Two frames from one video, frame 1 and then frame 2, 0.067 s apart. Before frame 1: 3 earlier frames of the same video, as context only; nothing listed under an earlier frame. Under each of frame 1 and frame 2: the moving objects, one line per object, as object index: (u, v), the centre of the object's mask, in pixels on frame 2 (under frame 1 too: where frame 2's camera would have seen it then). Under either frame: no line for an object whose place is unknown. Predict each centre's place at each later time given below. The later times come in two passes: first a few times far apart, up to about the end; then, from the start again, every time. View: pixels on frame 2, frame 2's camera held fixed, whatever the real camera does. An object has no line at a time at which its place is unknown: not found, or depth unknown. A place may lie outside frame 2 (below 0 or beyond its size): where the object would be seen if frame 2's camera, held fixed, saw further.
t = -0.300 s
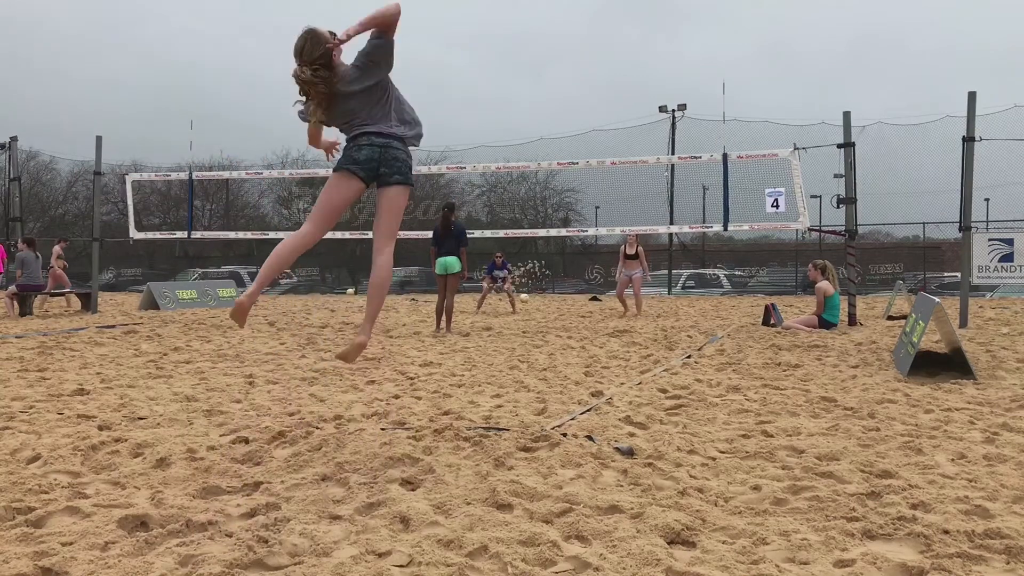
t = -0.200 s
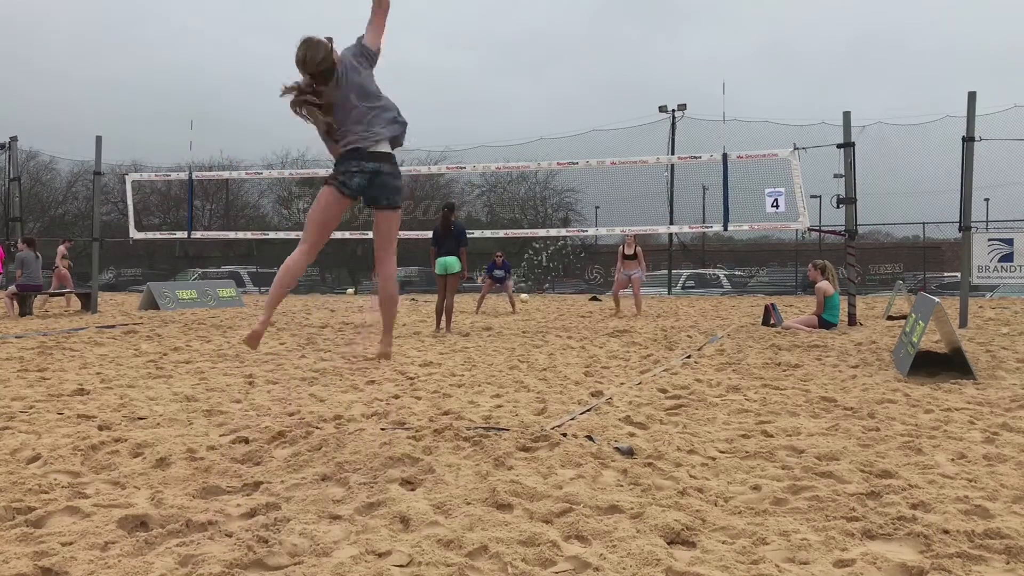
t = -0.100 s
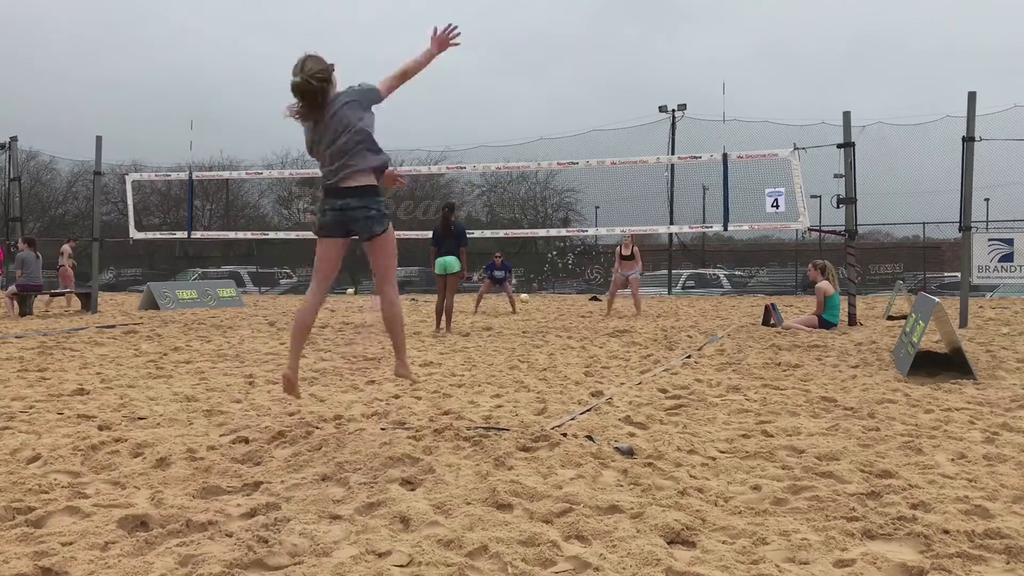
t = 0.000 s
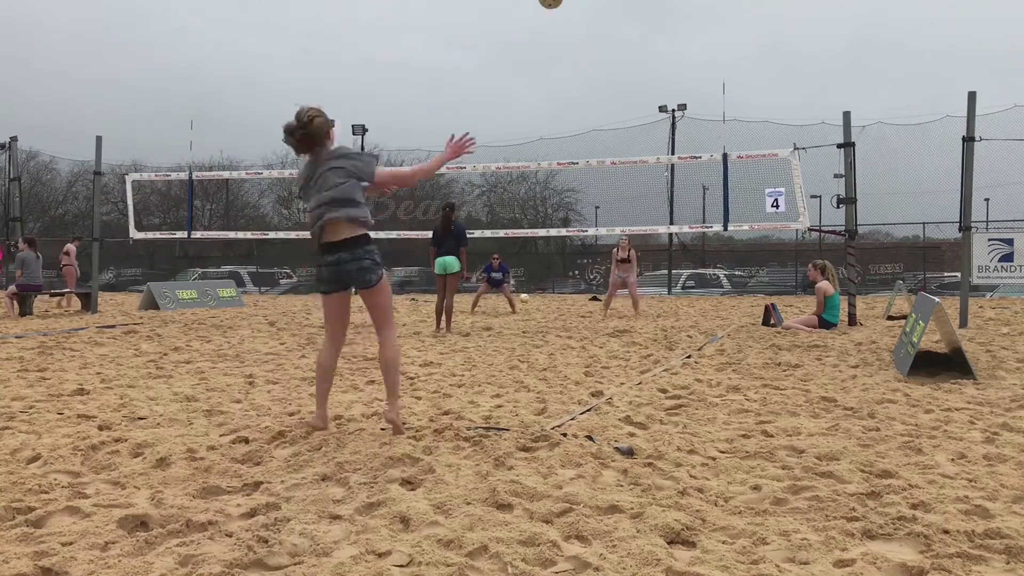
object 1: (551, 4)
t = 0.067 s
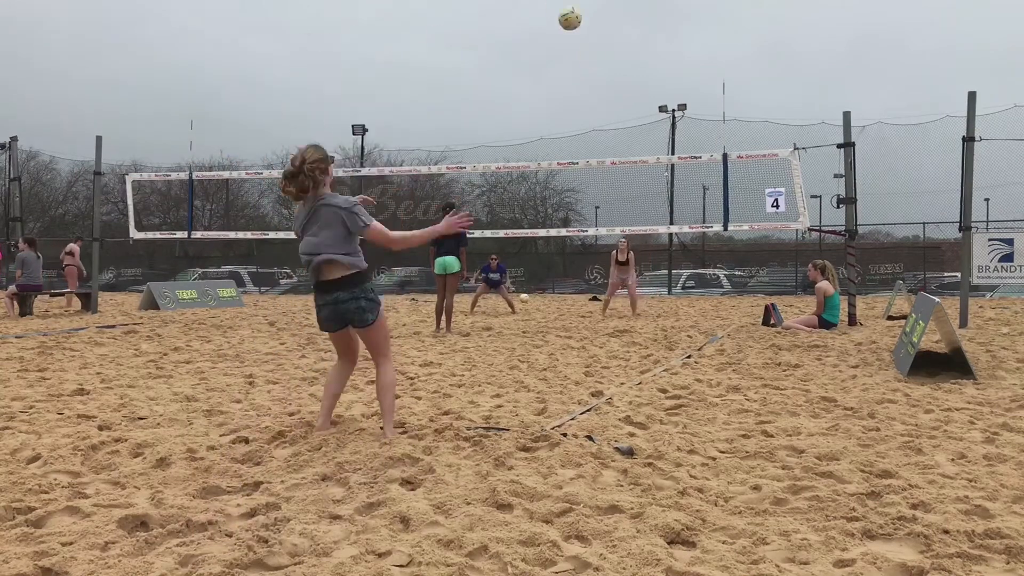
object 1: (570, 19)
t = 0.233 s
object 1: (601, 80)
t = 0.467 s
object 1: (624, 172)
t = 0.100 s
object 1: (577, 31)
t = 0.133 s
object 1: (584, 44)
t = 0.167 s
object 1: (591, 55)
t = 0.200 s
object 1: (596, 67)
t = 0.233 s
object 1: (601, 80)
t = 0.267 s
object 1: (605, 93)
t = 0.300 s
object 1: (609, 105)
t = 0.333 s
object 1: (613, 118)
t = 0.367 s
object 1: (615, 132)
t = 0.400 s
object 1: (619, 144)
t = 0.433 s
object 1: (621, 154)
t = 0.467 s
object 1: (624, 172)
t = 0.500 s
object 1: (626, 184)
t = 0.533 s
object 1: (628, 198)
